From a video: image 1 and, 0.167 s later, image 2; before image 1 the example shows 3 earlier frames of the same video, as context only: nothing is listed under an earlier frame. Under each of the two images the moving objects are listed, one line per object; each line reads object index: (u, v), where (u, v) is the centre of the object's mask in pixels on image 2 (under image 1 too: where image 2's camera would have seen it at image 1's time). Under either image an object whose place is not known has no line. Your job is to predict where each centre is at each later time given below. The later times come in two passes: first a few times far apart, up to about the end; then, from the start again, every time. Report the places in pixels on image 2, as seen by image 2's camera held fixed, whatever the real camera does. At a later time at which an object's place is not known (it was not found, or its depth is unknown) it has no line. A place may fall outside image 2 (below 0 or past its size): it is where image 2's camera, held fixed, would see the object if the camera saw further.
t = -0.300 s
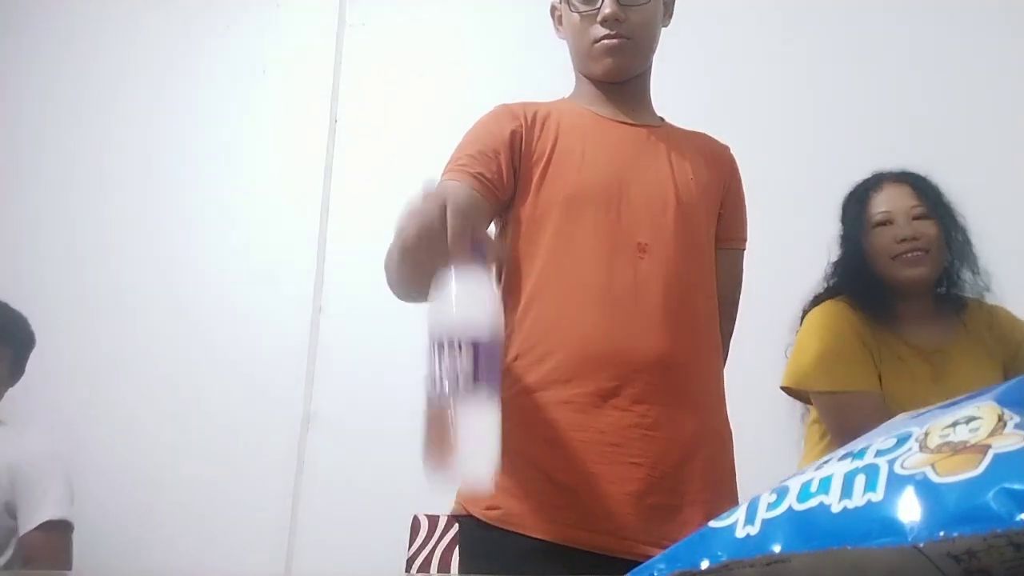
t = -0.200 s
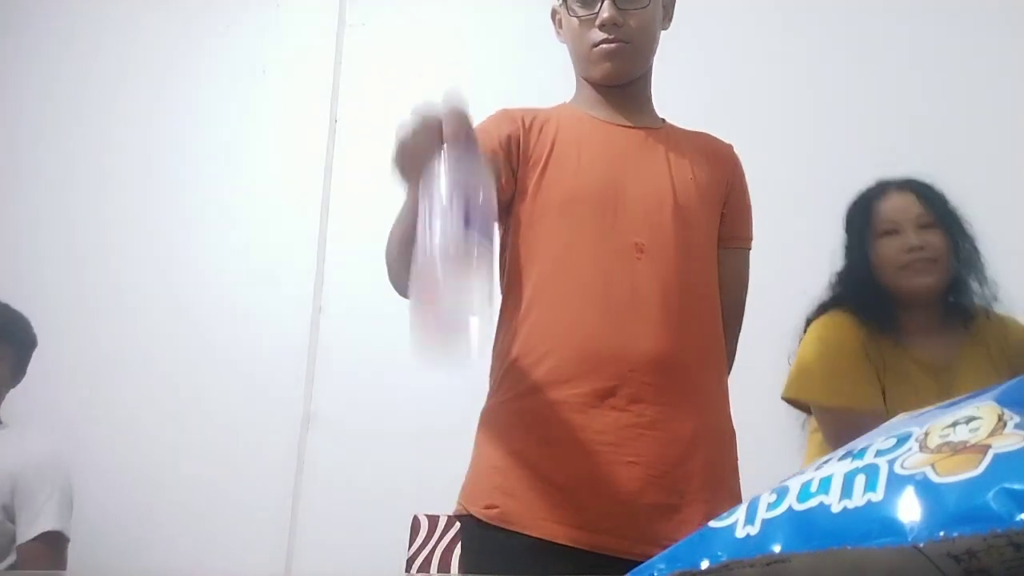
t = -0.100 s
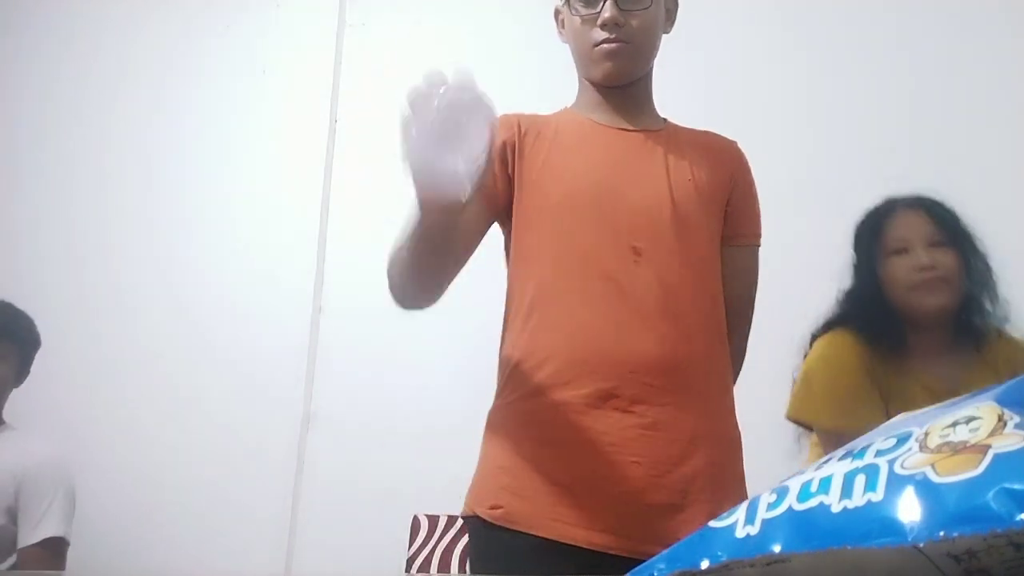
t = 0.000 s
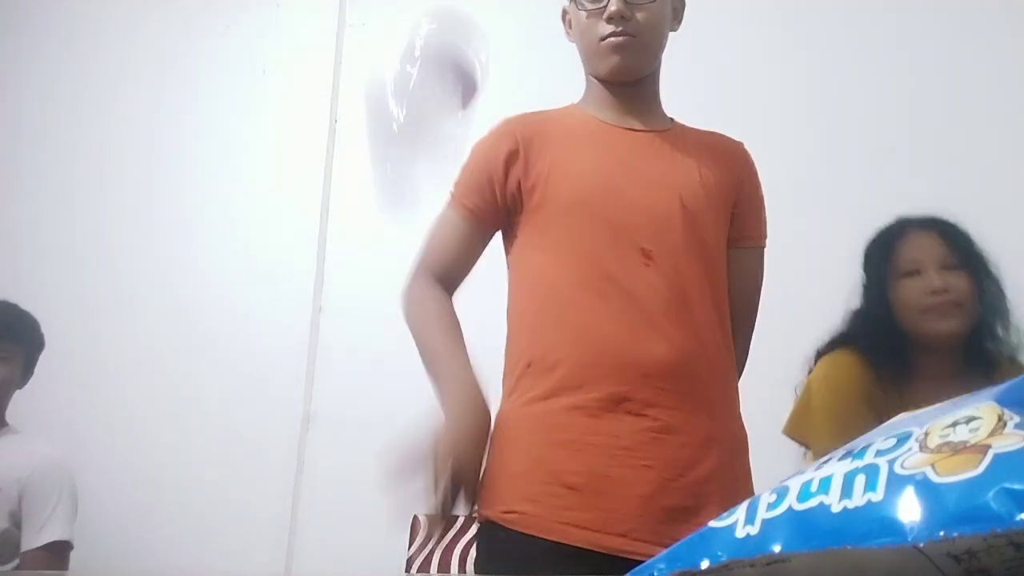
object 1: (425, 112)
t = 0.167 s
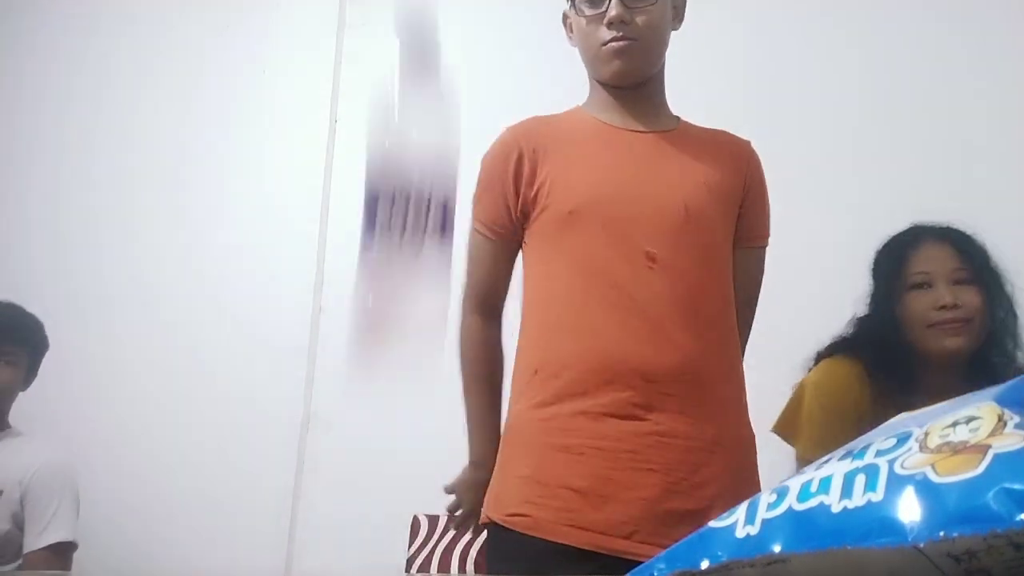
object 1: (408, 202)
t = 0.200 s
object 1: (400, 296)
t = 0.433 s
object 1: (394, 526)
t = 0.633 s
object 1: (388, 526)
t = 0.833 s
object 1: (383, 526)
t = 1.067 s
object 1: (375, 526)
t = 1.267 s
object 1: (369, 526)
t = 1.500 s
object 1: (373, 526)
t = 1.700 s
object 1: (379, 526)
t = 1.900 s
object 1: (384, 527)
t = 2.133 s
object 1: (386, 526)
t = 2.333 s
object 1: (385, 526)
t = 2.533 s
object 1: (383, 526)
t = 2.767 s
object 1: (383, 526)
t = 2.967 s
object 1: (384, 526)
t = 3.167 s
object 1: (384, 526)
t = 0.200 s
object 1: (400, 296)
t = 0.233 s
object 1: (387, 426)
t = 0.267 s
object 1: (388, 464)
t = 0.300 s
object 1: (379, 500)
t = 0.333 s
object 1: (373, 521)
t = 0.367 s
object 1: (378, 526)
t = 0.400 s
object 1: (390, 525)
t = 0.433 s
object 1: (394, 526)
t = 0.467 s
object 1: (395, 526)
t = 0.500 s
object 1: (395, 526)
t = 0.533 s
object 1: (392, 527)
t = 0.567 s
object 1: (388, 527)
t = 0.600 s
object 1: (387, 526)
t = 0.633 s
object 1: (388, 526)
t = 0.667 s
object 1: (391, 526)
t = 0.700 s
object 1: (392, 526)
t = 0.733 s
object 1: (391, 526)
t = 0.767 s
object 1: (388, 527)
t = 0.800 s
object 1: (384, 527)
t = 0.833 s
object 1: (383, 526)
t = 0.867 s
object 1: (383, 527)
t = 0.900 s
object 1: (385, 526)
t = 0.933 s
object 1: (384, 527)
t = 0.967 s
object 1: (382, 526)
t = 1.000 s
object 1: (378, 526)
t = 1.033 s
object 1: (375, 526)
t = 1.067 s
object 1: (375, 526)
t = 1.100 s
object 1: (375, 526)
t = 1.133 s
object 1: (374, 526)
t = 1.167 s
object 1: (372, 526)
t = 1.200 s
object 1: (370, 527)
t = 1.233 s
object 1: (369, 526)
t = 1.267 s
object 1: (369, 526)
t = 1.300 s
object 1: (369, 526)
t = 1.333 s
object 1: (369, 526)
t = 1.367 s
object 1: (369, 526)
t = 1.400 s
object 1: (369, 526)
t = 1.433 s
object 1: (369, 526)
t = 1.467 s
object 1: (370, 526)
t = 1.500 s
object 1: (373, 526)
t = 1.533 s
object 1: (374, 526)
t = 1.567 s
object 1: (375, 526)
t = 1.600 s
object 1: (376, 526)
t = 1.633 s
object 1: (377, 526)
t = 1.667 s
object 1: (377, 526)
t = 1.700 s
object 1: (379, 526)
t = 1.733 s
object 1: (380, 526)
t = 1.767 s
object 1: (380, 526)
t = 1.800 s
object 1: (380, 526)
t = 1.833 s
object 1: (381, 526)
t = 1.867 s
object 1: (382, 526)
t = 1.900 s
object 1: (384, 527)
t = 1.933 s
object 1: (385, 526)
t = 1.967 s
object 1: (385, 526)
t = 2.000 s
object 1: (385, 526)
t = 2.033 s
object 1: (385, 527)
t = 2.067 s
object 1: (386, 526)
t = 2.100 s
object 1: (386, 526)
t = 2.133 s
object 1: (386, 526)
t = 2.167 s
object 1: (386, 526)
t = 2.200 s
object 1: (386, 526)
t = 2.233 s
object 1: (386, 526)
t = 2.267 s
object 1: (386, 526)
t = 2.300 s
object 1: (386, 526)
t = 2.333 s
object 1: (385, 526)
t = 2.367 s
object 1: (385, 526)
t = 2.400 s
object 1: (385, 526)
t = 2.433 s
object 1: (384, 526)
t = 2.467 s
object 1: (384, 526)
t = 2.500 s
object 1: (383, 526)
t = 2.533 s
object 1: (383, 526)
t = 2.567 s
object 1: (383, 526)
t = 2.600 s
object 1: (383, 526)
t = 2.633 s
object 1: (383, 526)
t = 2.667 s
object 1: (383, 526)
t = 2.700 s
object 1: (383, 526)
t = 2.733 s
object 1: (383, 526)
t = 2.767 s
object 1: (383, 526)
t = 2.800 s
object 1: (383, 526)
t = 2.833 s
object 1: (383, 526)
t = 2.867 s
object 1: (384, 526)
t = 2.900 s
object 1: (384, 526)
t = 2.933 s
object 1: (384, 526)
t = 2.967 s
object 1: (384, 526)
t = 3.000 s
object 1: (384, 526)
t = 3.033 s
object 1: (384, 526)
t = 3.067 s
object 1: (384, 526)
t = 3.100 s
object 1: (384, 526)
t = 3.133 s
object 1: (384, 526)
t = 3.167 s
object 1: (384, 526)
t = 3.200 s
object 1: (384, 526)
